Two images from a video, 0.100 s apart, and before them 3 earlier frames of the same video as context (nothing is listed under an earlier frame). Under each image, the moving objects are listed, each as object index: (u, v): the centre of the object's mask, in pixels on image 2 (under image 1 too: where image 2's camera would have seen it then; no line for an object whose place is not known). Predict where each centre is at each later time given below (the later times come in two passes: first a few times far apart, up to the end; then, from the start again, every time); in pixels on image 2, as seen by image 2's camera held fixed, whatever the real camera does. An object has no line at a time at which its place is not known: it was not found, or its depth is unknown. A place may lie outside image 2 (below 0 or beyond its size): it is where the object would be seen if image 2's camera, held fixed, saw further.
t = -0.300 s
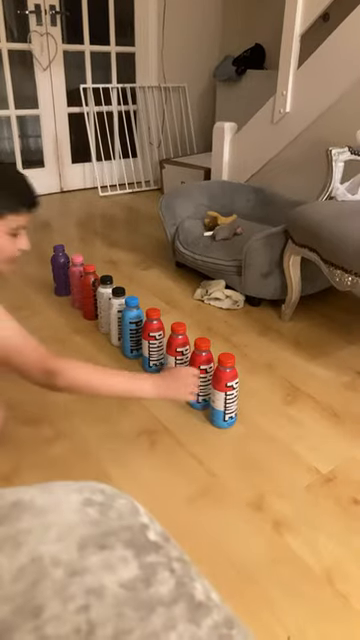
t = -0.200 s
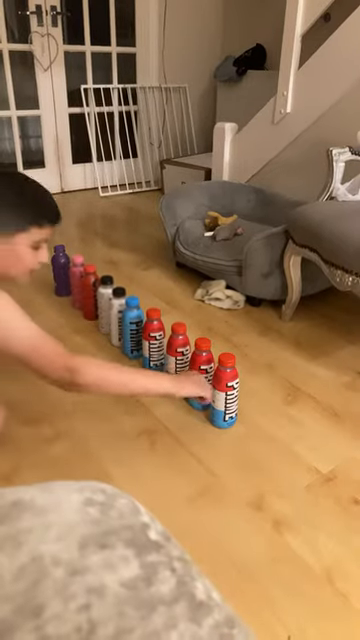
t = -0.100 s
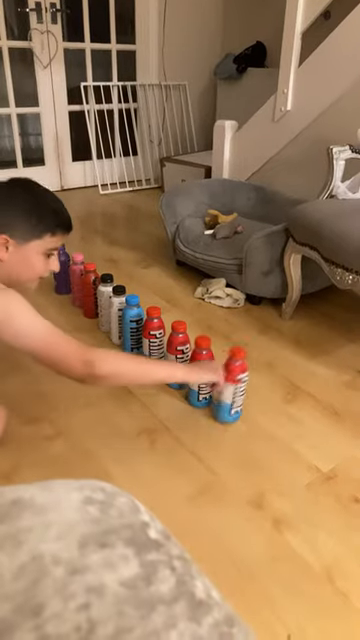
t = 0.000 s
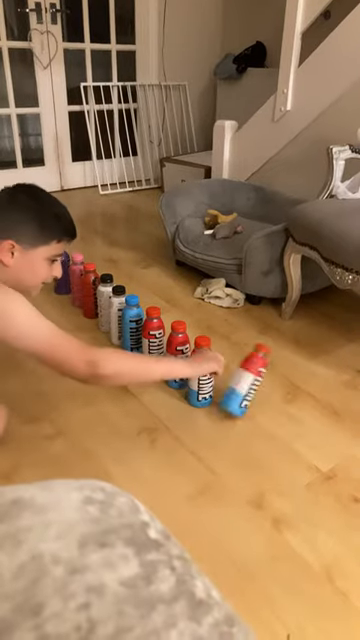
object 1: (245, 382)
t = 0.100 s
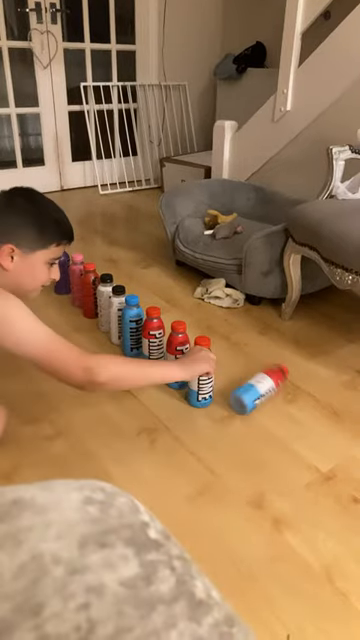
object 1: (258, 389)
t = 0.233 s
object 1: (269, 361)
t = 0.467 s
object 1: (288, 358)
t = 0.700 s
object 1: (306, 361)
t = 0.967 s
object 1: (322, 354)
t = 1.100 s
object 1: (317, 358)
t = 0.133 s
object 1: (258, 384)
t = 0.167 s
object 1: (262, 373)
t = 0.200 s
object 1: (265, 365)
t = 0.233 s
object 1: (269, 361)
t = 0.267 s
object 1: (273, 363)
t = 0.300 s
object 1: (275, 361)
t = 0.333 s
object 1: (278, 361)
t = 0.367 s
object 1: (281, 360)
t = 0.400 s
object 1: (284, 360)
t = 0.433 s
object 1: (286, 358)
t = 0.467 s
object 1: (288, 358)
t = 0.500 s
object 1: (290, 357)
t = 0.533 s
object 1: (292, 357)
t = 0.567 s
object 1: (295, 357)
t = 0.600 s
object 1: (297, 357)
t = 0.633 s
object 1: (300, 357)
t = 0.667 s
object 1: (303, 358)
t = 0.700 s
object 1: (306, 361)
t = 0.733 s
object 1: (309, 366)
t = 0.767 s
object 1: (312, 361)
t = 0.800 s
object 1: (315, 355)
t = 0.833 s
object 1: (318, 352)
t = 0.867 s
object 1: (320, 352)
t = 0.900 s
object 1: (321, 355)
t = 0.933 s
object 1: (321, 359)
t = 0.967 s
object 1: (322, 354)
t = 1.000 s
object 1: (321, 352)
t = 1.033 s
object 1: (319, 352)
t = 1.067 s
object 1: (318, 355)
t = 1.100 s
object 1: (317, 358)
